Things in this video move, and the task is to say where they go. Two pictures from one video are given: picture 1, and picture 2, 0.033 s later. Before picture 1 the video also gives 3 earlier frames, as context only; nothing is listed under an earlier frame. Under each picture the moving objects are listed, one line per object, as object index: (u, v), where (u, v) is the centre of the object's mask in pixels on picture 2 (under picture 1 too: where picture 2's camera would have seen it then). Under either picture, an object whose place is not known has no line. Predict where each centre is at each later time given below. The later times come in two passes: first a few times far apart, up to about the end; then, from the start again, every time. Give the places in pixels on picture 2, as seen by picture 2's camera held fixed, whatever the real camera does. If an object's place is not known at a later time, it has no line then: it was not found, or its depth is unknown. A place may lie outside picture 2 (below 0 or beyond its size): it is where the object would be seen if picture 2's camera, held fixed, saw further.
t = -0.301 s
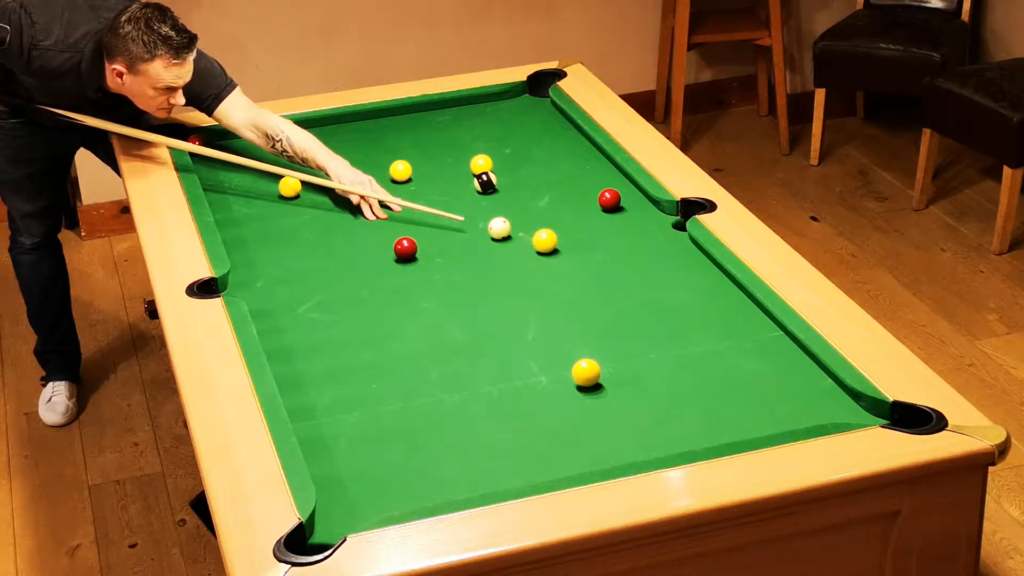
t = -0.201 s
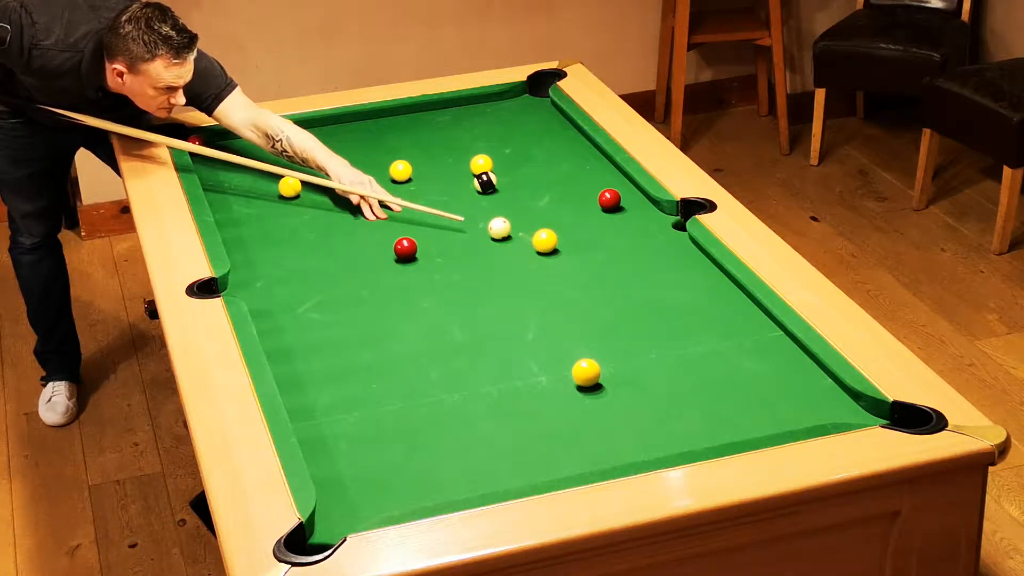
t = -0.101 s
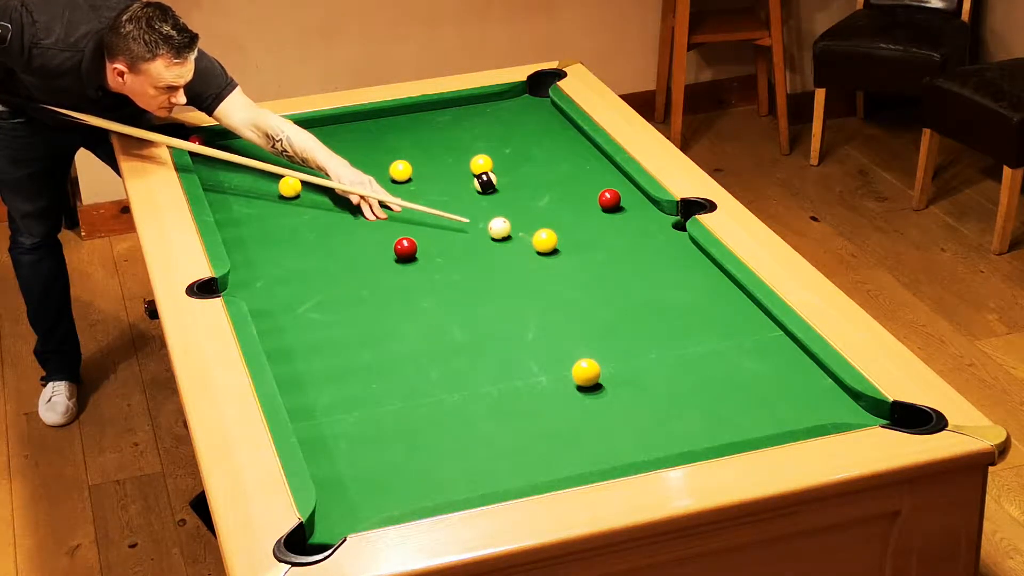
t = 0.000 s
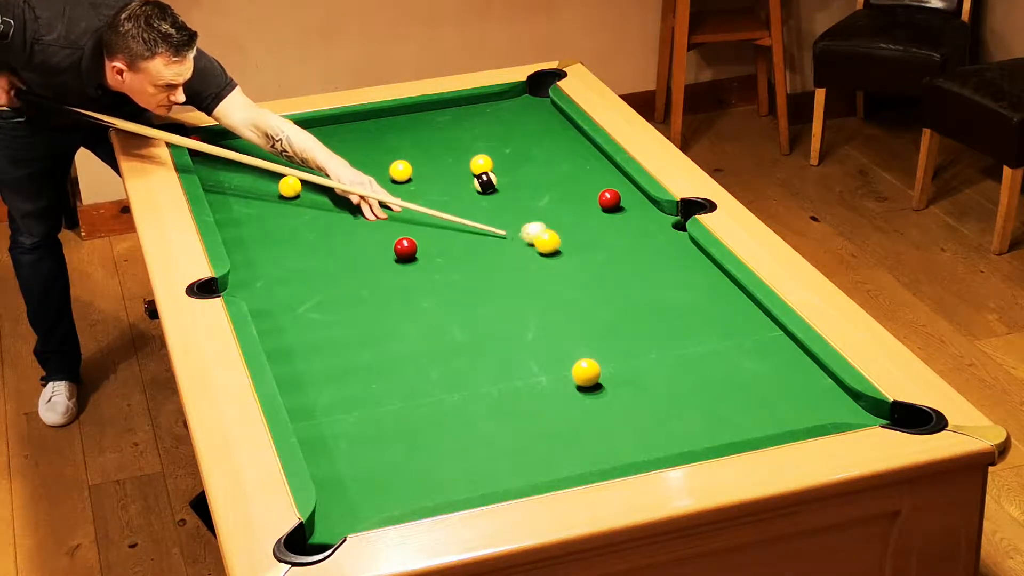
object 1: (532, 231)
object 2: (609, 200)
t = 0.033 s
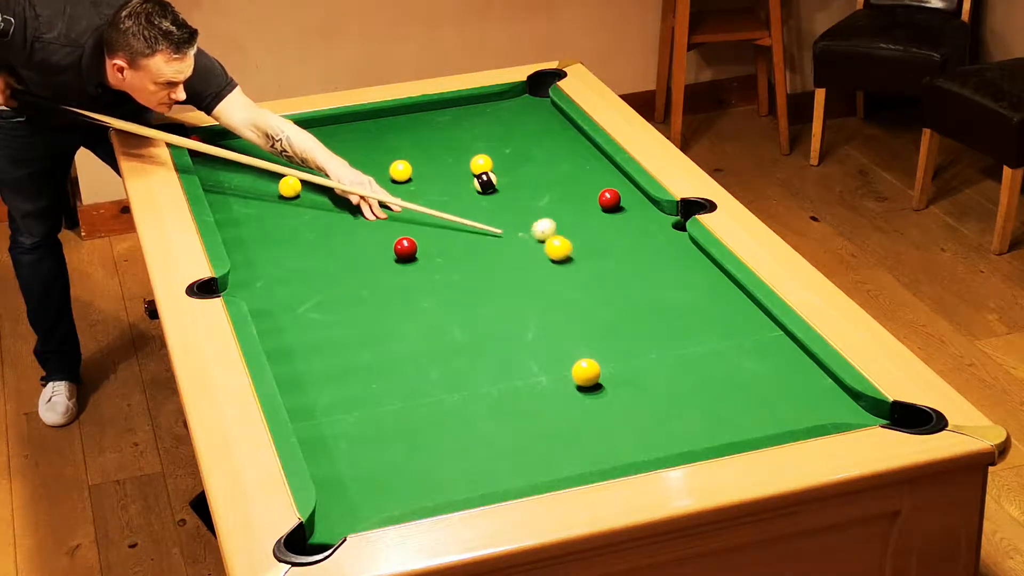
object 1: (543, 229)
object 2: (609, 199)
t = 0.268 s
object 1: (583, 208)
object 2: (609, 200)
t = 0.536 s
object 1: (582, 196)
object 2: (633, 195)
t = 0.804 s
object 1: (576, 186)
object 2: (619, 197)
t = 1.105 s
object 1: (569, 177)
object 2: (602, 199)
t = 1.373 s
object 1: (564, 171)
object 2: (590, 201)
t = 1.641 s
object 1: (561, 165)
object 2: (581, 203)
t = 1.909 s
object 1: (558, 160)
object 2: (574, 204)
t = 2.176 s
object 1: (557, 157)
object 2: (570, 205)
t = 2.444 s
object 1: (557, 155)
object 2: (569, 205)
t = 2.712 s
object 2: (569, 205)
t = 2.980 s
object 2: (570, 204)
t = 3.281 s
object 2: (570, 205)
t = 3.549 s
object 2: (570, 205)
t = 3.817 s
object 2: (570, 205)
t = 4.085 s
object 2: (570, 205)
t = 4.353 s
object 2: (570, 205)
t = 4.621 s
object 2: (570, 205)
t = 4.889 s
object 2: (570, 205)
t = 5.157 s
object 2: (570, 205)
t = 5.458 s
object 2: (570, 205)
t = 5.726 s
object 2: (570, 205)
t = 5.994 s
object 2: (570, 204)
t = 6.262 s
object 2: (570, 204)
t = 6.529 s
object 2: (570, 204)
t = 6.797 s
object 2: (570, 205)
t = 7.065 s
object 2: (570, 205)
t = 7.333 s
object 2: (570, 204)
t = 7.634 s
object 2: (570, 204)
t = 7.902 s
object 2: (570, 205)
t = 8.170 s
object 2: (570, 205)
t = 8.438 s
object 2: (570, 205)
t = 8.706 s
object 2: (570, 205)
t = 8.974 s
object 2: (570, 205)
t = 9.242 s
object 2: (570, 205)
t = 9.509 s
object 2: (570, 204)
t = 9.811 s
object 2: (570, 205)
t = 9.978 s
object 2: (570, 205)
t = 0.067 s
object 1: (552, 225)
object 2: (609, 199)
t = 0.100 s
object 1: (559, 222)
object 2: (609, 199)
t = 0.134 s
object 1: (565, 219)
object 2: (609, 200)
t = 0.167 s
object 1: (570, 217)
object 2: (609, 200)
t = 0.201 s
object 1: (575, 214)
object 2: (609, 200)
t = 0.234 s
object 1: (579, 211)
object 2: (609, 200)
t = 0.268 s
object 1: (583, 208)
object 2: (609, 200)
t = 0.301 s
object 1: (588, 206)
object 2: (609, 200)
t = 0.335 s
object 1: (589, 204)
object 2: (612, 199)
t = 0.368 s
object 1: (587, 203)
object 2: (616, 198)
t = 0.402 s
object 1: (586, 201)
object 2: (620, 198)
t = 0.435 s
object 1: (585, 200)
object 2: (623, 197)
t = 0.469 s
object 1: (584, 199)
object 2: (627, 196)
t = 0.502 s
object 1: (583, 197)
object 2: (630, 195)
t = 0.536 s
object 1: (582, 196)
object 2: (633, 195)
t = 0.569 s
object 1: (581, 195)
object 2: (634, 194)
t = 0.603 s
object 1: (581, 193)
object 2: (632, 194)
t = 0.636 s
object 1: (580, 192)
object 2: (630, 195)
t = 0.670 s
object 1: (579, 191)
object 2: (627, 195)
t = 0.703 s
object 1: (578, 190)
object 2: (625, 196)
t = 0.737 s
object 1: (577, 189)
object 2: (623, 196)
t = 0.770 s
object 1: (576, 188)
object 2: (621, 196)
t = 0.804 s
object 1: (576, 186)
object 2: (619, 197)
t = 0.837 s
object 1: (575, 185)
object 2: (617, 197)
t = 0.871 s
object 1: (574, 184)
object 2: (615, 197)
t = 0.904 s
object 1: (574, 183)
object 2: (613, 197)
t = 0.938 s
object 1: (573, 182)
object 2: (611, 198)
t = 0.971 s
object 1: (572, 181)
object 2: (609, 198)
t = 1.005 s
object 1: (571, 180)
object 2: (607, 198)
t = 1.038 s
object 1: (571, 179)
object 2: (606, 199)
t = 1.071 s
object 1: (570, 178)
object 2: (604, 199)
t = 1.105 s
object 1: (569, 177)
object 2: (602, 199)
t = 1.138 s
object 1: (569, 176)
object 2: (600, 199)
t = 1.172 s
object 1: (568, 176)
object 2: (599, 200)
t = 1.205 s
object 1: (567, 175)
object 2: (597, 200)
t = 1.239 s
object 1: (566, 174)
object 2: (596, 200)
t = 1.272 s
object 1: (566, 173)
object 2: (594, 201)
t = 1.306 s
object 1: (565, 172)
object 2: (593, 201)
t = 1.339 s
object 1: (565, 171)
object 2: (591, 201)
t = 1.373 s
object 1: (564, 171)
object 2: (590, 201)
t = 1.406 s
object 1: (564, 170)
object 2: (589, 201)
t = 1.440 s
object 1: (563, 169)
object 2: (588, 202)
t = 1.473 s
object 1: (563, 168)
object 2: (586, 202)
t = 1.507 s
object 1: (562, 167)
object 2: (585, 202)
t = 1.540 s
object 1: (562, 167)
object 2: (584, 202)
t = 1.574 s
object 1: (562, 166)
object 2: (583, 202)
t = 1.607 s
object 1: (561, 166)
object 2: (582, 202)
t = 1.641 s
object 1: (561, 165)
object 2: (581, 203)
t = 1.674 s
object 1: (561, 164)
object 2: (580, 203)
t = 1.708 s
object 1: (560, 164)
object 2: (579, 203)
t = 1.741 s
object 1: (560, 163)
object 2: (578, 203)
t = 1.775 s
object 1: (560, 163)
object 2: (577, 203)
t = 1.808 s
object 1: (560, 162)
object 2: (576, 203)
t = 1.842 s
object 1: (559, 162)
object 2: (575, 203)
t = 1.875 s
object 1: (559, 161)
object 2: (575, 204)
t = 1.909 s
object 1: (558, 160)
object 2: (574, 204)
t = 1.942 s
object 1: (558, 160)
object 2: (573, 204)
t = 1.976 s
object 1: (558, 160)
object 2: (573, 204)
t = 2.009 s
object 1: (558, 159)
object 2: (572, 204)
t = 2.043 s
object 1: (557, 159)
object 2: (572, 204)
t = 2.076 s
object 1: (557, 158)
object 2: (571, 204)
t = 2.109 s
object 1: (557, 158)
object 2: (571, 205)
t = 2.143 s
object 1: (557, 158)
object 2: (570, 205)
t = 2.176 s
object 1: (557, 157)
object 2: (570, 205)
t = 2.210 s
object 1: (557, 157)
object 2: (569, 205)
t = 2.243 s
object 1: (556, 157)
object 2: (569, 205)
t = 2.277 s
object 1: (556, 156)
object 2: (569, 205)
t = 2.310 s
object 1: (556, 156)
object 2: (569, 205)
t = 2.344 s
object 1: (556, 156)
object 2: (569, 205)
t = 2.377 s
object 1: (556, 155)
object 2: (569, 205)
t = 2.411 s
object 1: (557, 155)
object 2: (569, 205)
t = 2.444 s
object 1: (557, 155)
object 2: (569, 205)
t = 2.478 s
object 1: (557, 155)
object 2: (569, 205)
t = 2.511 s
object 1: (557, 154)
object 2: (569, 205)
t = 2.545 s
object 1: (557, 154)
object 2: (569, 205)
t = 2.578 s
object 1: (557, 154)
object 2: (569, 205)
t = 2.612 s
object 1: (557, 154)
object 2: (569, 205)
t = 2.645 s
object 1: (557, 154)
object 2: (569, 205)
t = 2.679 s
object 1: (557, 153)
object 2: (569, 205)
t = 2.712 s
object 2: (569, 205)
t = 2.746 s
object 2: (569, 205)
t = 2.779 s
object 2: (569, 205)
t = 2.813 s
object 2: (570, 205)
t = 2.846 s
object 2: (570, 205)
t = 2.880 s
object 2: (570, 205)
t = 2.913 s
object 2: (570, 204)
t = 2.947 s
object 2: (570, 205)
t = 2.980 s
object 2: (570, 204)
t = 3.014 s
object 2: (570, 205)
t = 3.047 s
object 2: (570, 205)
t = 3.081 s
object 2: (570, 205)
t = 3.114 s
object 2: (570, 205)
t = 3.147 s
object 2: (570, 205)
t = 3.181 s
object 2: (570, 205)
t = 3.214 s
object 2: (570, 205)
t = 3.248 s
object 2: (570, 205)
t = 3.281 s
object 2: (570, 205)
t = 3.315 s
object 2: (570, 205)
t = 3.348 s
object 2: (570, 205)
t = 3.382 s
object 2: (570, 205)
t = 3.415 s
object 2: (570, 205)
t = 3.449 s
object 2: (570, 205)
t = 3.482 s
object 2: (570, 205)
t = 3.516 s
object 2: (570, 205)
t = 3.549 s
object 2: (570, 205)
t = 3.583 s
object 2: (570, 205)
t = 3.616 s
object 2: (570, 205)
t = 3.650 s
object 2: (570, 205)
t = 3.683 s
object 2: (570, 205)
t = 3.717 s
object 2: (570, 204)
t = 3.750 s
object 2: (570, 205)
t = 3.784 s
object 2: (570, 204)
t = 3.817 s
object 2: (570, 205)
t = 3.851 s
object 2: (570, 205)
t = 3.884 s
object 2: (570, 205)
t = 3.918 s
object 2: (570, 205)
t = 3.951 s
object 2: (570, 205)
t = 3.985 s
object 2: (570, 205)
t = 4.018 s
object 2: (570, 205)
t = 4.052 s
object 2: (570, 205)
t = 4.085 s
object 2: (570, 205)
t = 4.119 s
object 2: (570, 205)
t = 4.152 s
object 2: (570, 205)
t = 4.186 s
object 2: (570, 205)
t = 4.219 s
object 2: (570, 205)
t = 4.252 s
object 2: (570, 205)
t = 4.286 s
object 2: (570, 205)
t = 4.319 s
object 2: (570, 205)
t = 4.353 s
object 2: (570, 205)
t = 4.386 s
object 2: (570, 205)
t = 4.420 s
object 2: (570, 205)
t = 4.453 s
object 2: (570, 205)
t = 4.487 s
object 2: (570, 205)
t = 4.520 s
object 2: (570, 205)
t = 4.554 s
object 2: (570, 205)
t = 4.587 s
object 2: (570, 205)
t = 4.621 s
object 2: (570, 205)
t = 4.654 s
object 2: (570, 205)
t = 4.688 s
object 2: (570, 205)
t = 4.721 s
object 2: (570, 205)
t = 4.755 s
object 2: (570, 205)
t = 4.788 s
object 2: (570, 205)
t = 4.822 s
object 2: (570, 205)
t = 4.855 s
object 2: (570, 205)
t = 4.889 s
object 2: (570, 205)
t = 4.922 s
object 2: (570, 205)
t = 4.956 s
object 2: (570, 204)
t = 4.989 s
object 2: (570, 204)
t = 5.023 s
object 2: (570, 204)
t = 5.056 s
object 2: (570, 204)
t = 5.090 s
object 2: (570, 204)
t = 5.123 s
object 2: (570, 205)
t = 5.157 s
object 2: (570, 205)
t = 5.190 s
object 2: (570, 205)
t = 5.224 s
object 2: (570, 205)
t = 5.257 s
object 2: (570, 205)
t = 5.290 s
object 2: (570, 205)
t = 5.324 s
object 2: (570, 205)
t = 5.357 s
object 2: (570, 204)
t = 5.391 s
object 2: (570, 204)
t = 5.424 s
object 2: (570, 204)
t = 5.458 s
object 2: (570, 205)
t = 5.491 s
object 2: (570, 205)
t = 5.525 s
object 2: (570, 205)
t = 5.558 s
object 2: (570, 205)
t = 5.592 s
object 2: (570, 205)
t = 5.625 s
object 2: (570, 205)
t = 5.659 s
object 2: (570, 205)
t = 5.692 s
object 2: (570, 205)
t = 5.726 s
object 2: (570, 205)
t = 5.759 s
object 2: (570, 205)
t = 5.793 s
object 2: (570, 205)
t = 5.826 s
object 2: (570, 205)
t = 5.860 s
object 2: (570, 205)
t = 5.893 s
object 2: (570, 205)
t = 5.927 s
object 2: (570, 205)
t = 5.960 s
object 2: (570, 205)
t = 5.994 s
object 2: (570, 204)
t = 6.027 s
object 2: (570, 204)
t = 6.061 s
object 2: (570, 205)
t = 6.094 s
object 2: (570, 204)
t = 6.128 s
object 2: (570, 205)
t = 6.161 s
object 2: (570, 204)
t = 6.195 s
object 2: (570, 204)
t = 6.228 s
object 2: (570, 204)
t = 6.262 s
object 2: (570, 204)
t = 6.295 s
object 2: (570, 204)
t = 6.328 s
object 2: (570, 204)
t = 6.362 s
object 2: (570, 204)
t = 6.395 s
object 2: (570, 204)
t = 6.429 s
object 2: (570, 204)
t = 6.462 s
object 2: (570, 204)
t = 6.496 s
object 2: (570, 204)
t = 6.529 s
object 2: (570, 204)
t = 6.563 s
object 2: (570, 204)
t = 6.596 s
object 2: (570, 205)
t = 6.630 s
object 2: (570, 205)
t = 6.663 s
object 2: (570, 205)
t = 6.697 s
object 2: (570, 205)
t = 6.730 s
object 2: (570, 205)
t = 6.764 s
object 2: (570, 205)
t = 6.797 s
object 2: (570, 205)
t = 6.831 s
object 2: (570, 205)
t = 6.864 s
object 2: (570, 205)
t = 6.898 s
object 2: (570, 205)
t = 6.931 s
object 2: (570, 205)
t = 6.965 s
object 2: (570, 205)
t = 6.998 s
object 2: (570, 205)
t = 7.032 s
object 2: (570, 205)
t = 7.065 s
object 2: (570, 205)
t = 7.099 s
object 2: (570, 205)
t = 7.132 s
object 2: (570, 205)
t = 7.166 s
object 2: (570, 204)
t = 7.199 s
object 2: (570, 204)
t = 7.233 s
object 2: (570, 204)
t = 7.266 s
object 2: (570, 204)
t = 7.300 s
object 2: (570, 204)
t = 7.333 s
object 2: (570, 204)
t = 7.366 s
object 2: (570, 204)
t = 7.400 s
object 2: (570, 204)
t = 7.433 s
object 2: (570, 204)
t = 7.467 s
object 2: (570, 204)
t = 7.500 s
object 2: (570, 204)
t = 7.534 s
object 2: (570, 204)
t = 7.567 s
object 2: (570, 204)
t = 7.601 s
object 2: (570, 204)
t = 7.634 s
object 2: (570, 204)
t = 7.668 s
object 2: (570, 204)
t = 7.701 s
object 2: (570, 204)
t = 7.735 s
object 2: (570, 204)
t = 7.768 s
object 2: (570, 204)
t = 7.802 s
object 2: (570, 205)
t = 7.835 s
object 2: (570, 205)
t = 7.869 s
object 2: (570, 205)
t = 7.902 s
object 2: (570, 205)
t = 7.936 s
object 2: (570, 205)
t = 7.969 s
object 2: (570, 205)
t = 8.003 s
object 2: (570, 205)
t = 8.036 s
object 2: (570, 205)
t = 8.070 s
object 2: (570, 205)
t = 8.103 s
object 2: (570, 205)
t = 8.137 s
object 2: (570, 205)
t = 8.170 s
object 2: (570, 205)
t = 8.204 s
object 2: (570, 205)
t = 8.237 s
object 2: (570, 205)
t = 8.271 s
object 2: (570, 205)
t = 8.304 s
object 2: (570, 205)
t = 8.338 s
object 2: (570, 205)
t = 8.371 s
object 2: (570, 205)
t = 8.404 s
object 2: (570, 205)
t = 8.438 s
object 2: (570, 205)
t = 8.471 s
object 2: (570, 205)
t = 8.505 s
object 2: (570, 205)
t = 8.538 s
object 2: (570, 205)
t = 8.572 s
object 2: (570, 205)
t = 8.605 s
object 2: (570, 205)
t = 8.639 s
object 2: (570, 205)
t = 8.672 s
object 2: (570, 205)
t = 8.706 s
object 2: (570, 205)
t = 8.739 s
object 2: (570, 204)
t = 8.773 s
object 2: (570, 205)
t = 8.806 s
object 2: (570, 204)
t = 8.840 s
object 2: (570, 205)
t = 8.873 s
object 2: (570, 205)
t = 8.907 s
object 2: (570, 205)
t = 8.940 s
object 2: (570, 205)
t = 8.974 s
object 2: (570, 205)
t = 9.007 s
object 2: (570, 205)
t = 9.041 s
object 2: (570, 205)
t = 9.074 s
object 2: (570, 205)
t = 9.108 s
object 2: (570, 205)
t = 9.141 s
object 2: (570, 205)
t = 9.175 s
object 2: (570, 205)
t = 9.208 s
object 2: (570, 205)
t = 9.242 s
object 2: (570, 205)
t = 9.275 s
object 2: (570, 204)
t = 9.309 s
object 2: (570, 204)
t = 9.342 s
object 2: (570, 204)
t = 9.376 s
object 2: (570, 204)
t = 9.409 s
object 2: (570, 204)
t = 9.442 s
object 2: (570, 204)
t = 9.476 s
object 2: (570, 204)
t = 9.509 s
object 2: (570, 204)
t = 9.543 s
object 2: (570, 204)
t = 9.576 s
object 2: (570, 204)
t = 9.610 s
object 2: (570, 204)
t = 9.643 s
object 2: (570, 204)
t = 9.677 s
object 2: (570, 204)
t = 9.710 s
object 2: (570, 204)
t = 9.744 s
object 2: (570, 205)
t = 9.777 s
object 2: (570, 205)
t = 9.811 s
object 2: (570, 205)
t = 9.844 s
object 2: (570, 205)
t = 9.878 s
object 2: (570, 205)
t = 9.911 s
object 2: (570, 205)
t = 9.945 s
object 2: (570, 205)
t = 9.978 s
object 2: (570, 205)
